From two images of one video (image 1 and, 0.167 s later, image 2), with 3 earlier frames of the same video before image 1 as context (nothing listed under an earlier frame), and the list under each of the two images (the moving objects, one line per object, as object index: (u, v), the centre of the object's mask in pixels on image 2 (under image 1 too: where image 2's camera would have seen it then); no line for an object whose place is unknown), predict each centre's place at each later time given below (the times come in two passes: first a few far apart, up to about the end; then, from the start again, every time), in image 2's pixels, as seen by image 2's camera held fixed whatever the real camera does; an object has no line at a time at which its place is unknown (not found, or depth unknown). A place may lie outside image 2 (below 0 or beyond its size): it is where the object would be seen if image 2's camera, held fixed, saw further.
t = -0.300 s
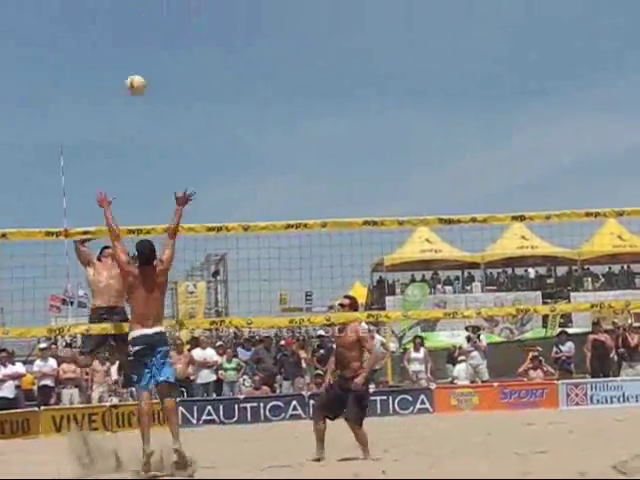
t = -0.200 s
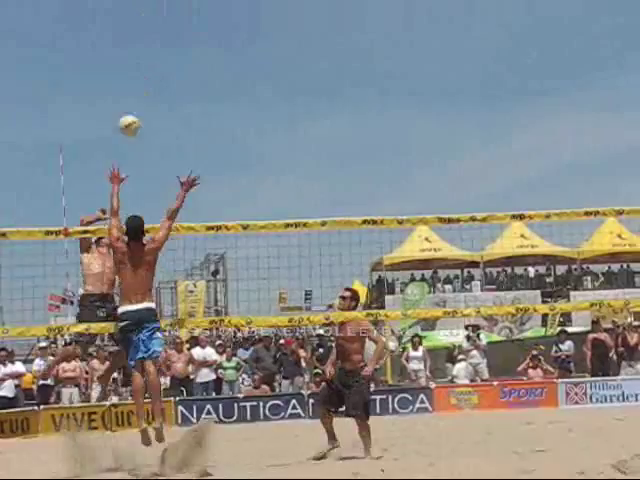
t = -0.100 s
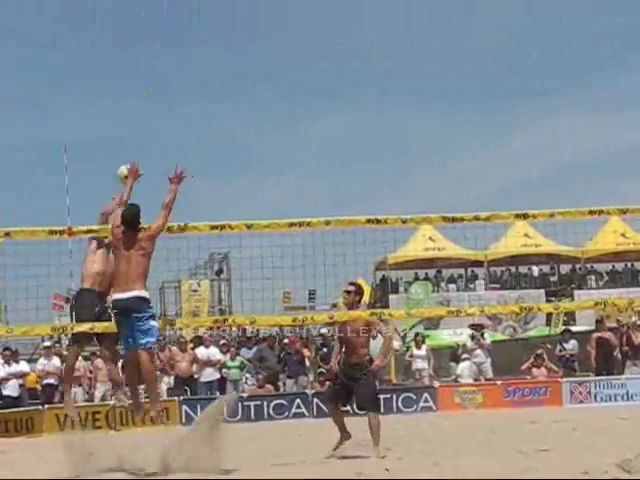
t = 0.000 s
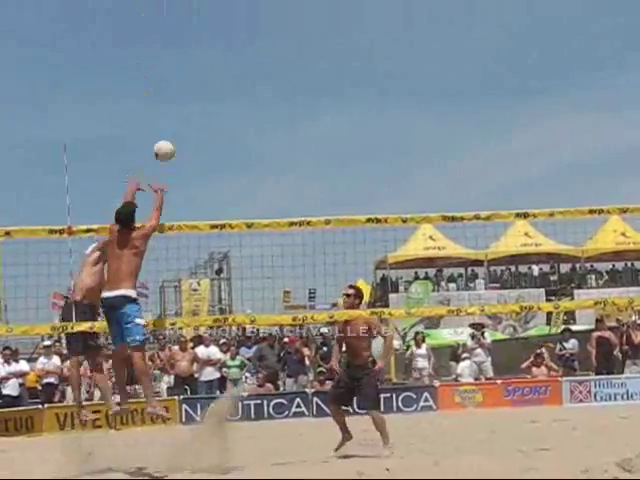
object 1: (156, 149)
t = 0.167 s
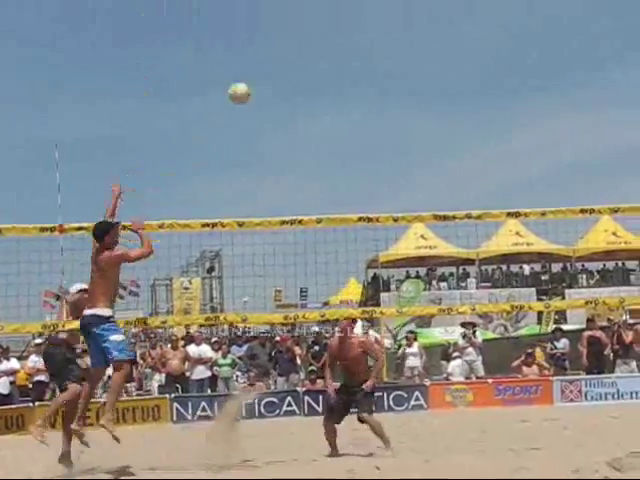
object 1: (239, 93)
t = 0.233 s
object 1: (273, 77)
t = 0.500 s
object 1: (421, 62)
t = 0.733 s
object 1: (564, 107)
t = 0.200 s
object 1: (256, 85)
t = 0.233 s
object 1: (273, 77)
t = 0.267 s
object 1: (291, 72)
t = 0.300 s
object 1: (309, 68)
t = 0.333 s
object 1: (327, 64)
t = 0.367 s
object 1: (346, 61)
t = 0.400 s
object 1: (364, 60)
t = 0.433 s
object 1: (383, 60)
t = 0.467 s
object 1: (402, 60)
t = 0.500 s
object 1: (421, 62)
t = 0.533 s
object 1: (441, 65)
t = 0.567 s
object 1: (461, 68)
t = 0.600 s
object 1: (481, 73)
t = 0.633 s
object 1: (501, 80)
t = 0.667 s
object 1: (522, 88)
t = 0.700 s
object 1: (543, 97)
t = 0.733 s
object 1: (564, 107)
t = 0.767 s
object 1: (585, 119)
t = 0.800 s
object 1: (608, 132)
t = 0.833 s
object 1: (630, 146)
